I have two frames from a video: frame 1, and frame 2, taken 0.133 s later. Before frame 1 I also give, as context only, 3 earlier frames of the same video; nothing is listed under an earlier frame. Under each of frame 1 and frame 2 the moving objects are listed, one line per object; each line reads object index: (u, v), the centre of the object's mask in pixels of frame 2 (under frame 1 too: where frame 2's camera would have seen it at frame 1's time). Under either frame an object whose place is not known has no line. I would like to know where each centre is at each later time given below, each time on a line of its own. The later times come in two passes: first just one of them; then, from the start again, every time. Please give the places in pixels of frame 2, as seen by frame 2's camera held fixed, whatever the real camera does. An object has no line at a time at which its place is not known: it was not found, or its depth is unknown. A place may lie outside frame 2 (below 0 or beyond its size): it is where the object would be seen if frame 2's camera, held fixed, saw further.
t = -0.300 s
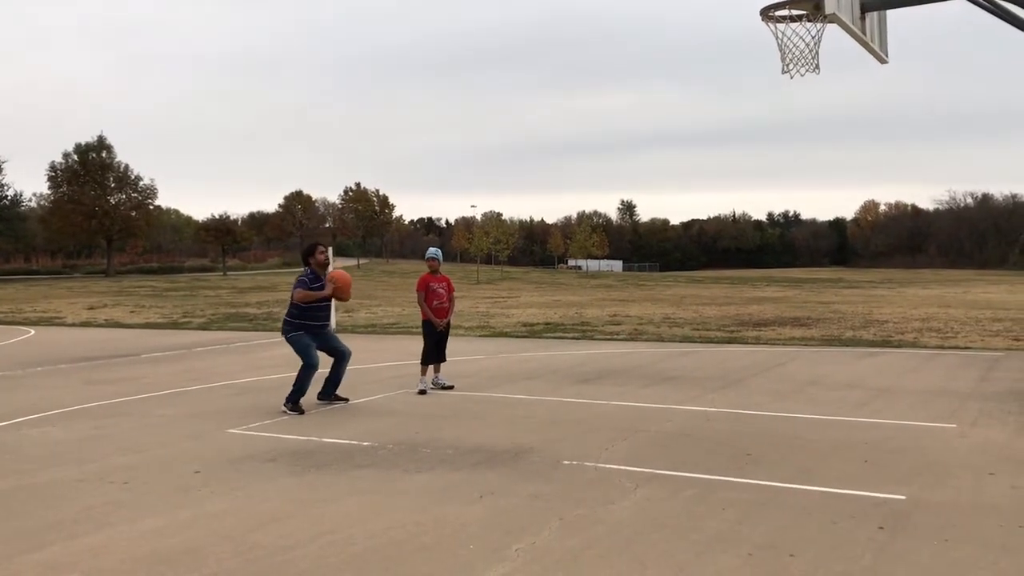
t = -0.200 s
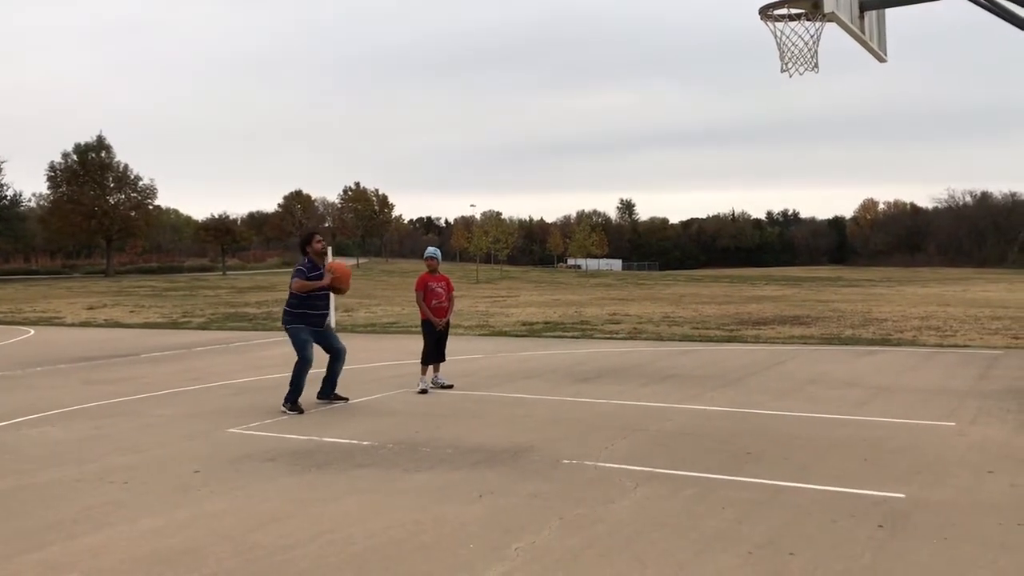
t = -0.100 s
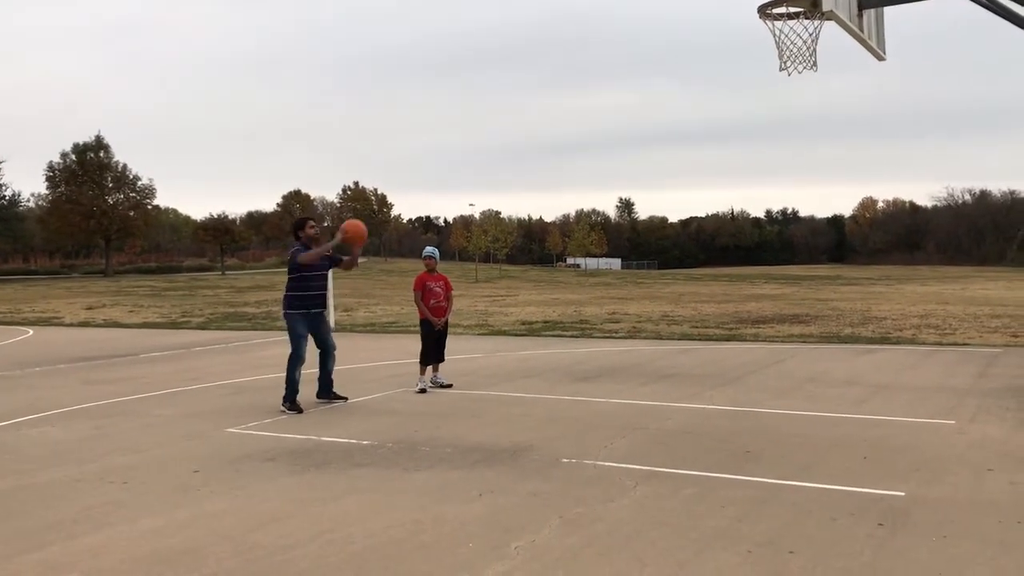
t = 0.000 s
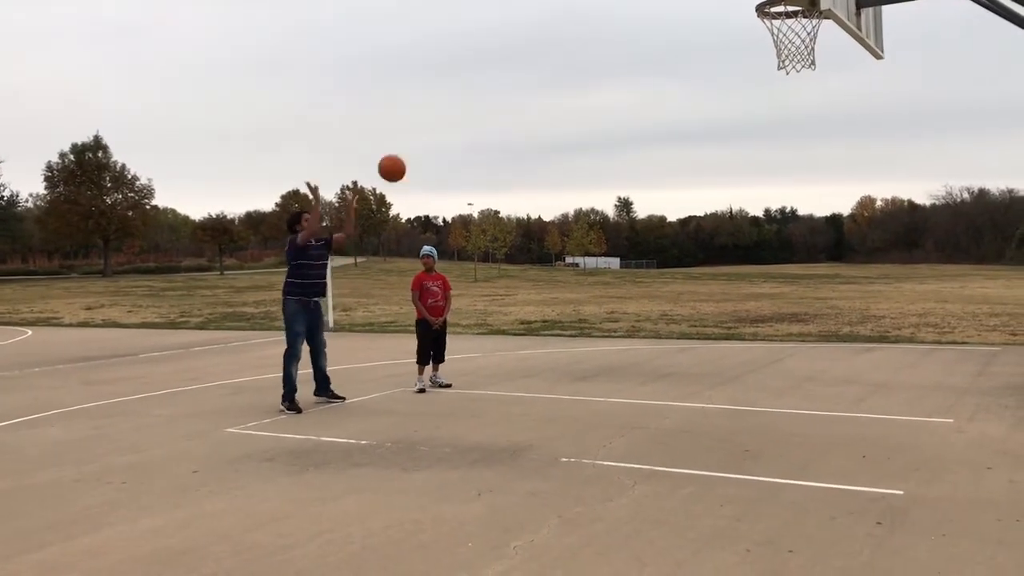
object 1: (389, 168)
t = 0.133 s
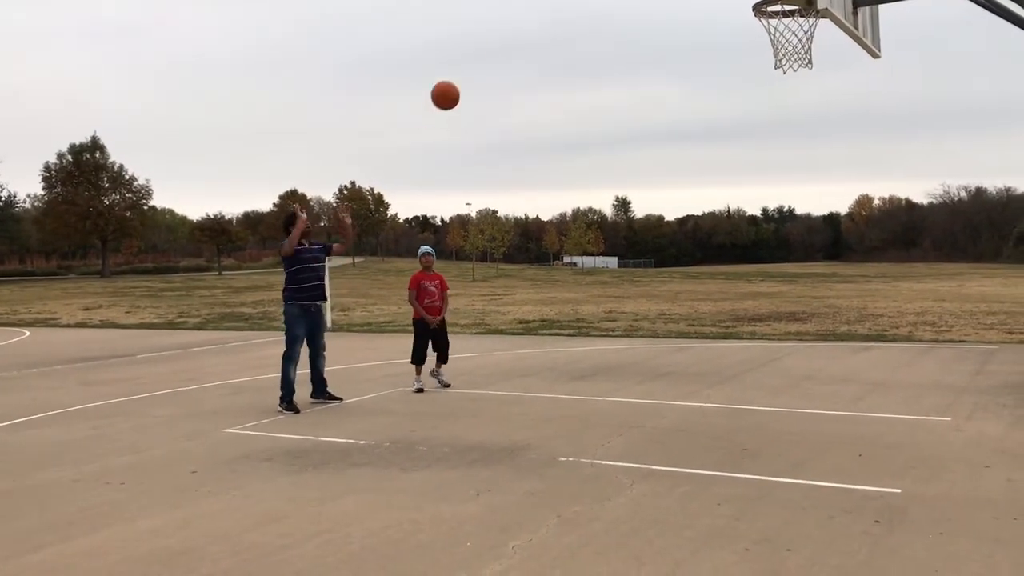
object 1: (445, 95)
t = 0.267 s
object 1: (505, 40)
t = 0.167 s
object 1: (460, 79)
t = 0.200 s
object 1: (475, 65)
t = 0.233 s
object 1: (490, 52)
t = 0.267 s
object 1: (505, 40)
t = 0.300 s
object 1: (520, 29)
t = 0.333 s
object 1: (536, 19)
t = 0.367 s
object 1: (553, 12)
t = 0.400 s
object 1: (569, 9)
